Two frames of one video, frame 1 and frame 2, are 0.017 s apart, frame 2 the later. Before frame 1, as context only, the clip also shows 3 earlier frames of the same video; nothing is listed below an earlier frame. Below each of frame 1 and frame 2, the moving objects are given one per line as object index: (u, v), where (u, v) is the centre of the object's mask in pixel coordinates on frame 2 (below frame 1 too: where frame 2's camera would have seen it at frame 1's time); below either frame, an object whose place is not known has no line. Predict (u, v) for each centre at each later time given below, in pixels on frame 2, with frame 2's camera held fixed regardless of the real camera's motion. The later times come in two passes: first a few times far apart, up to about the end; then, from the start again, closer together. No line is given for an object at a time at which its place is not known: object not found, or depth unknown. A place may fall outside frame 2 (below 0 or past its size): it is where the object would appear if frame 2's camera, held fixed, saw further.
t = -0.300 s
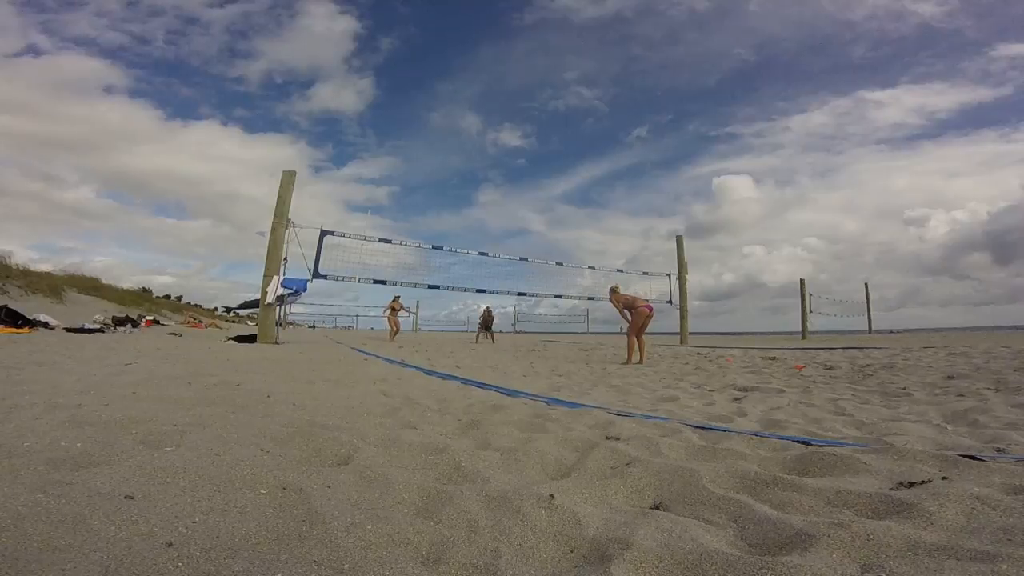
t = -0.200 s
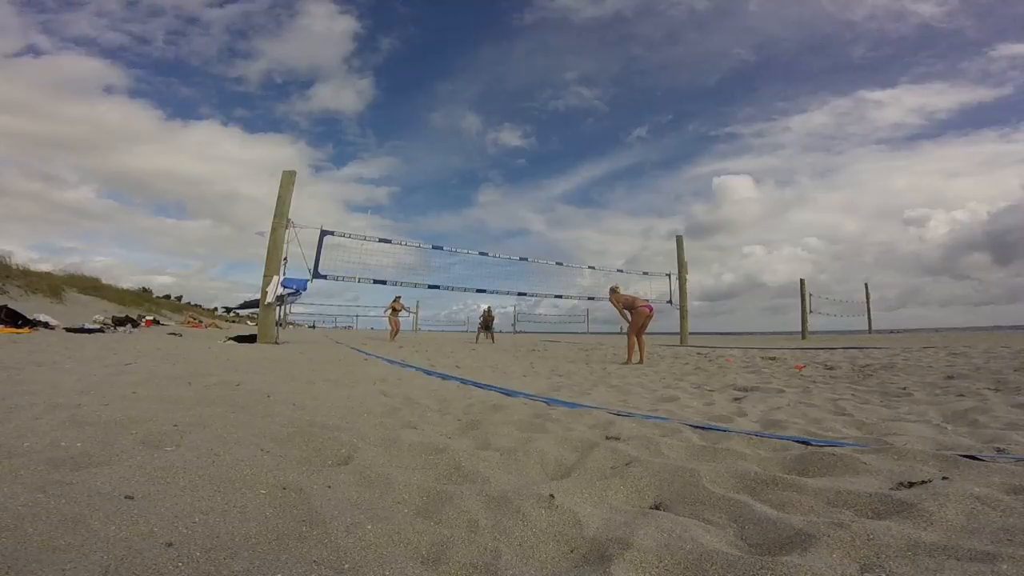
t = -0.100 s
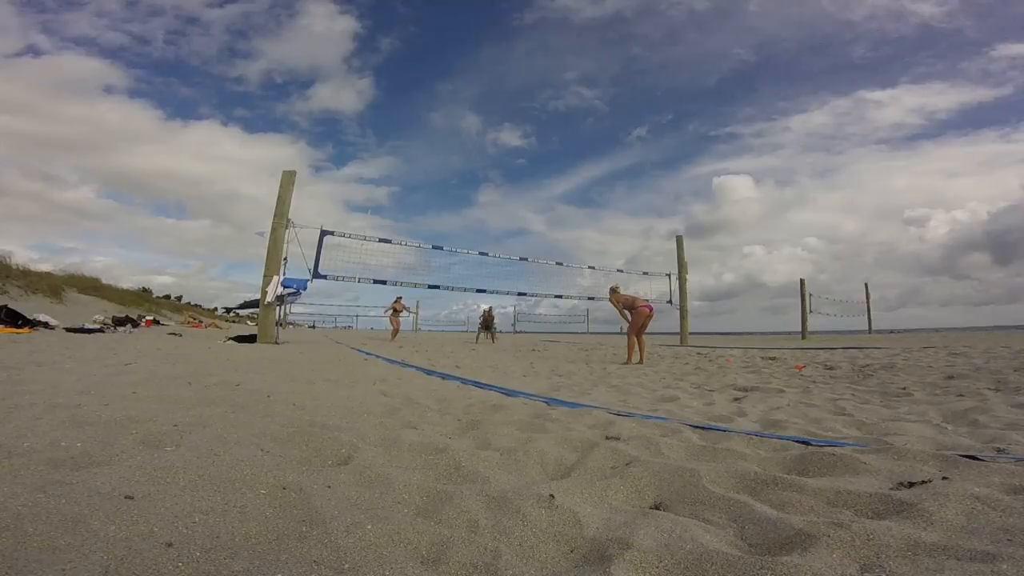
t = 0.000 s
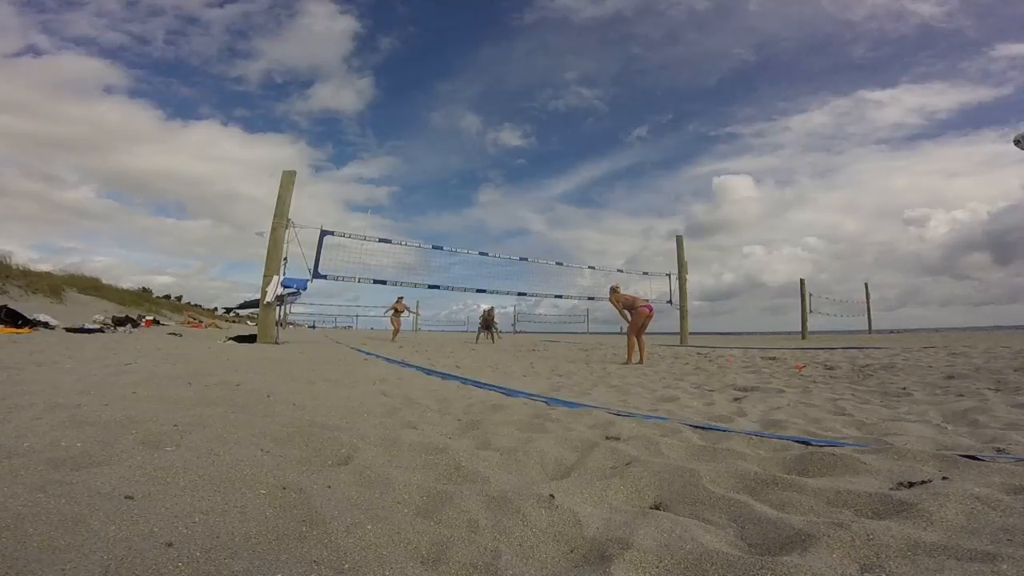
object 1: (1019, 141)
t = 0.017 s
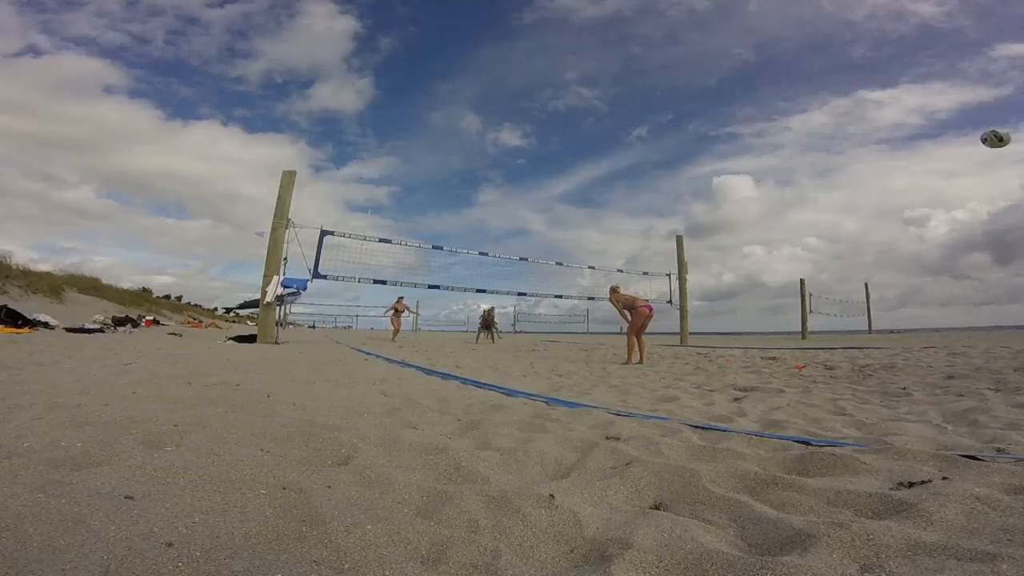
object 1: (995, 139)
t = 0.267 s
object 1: (671, 147)
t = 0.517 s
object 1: (539, 190)
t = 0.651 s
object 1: (500, 215)
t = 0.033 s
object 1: (964, 136)
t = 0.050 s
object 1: (933, 135)
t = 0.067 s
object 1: (904, 135)
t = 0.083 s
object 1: (878, 134)
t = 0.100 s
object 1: (853, 134)
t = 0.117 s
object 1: (829, 134)
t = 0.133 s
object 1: (807, 134)
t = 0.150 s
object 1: (786, 134)
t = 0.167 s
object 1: (766, 136)
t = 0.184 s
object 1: (748, 137)
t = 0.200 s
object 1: (731, 139)
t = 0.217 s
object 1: (714, 140)
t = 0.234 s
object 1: (700, 143)
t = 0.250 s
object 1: (685, 145)
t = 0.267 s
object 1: (671, 147)
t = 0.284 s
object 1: (658, 150)
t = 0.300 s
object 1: (646, 152)
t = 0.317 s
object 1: (635, 155)
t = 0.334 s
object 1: (624, 158)
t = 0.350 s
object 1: (614, 161)
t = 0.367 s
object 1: (605, 164)
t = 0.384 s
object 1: (596, 166)
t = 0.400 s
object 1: (587, 170)
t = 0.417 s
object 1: (579, 172)
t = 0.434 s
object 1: (572, 175)
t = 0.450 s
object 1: (565, 178)
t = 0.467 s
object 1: (558, 182)
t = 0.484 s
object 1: (552, 184)
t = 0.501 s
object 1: (545, 187)
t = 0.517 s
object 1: (539, 190)
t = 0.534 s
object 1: (534, 193)
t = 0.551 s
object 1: (529, 196)
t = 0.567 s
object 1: (523, 200)
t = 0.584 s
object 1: (519, 203)
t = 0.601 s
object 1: (514, 206)
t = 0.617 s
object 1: (509, 209)
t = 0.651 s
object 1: (500, 215)
